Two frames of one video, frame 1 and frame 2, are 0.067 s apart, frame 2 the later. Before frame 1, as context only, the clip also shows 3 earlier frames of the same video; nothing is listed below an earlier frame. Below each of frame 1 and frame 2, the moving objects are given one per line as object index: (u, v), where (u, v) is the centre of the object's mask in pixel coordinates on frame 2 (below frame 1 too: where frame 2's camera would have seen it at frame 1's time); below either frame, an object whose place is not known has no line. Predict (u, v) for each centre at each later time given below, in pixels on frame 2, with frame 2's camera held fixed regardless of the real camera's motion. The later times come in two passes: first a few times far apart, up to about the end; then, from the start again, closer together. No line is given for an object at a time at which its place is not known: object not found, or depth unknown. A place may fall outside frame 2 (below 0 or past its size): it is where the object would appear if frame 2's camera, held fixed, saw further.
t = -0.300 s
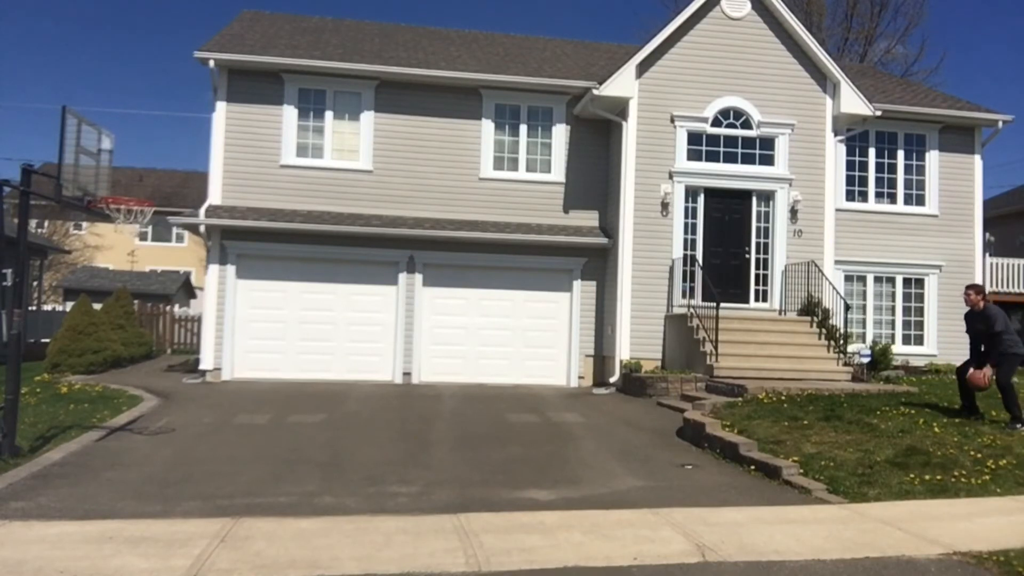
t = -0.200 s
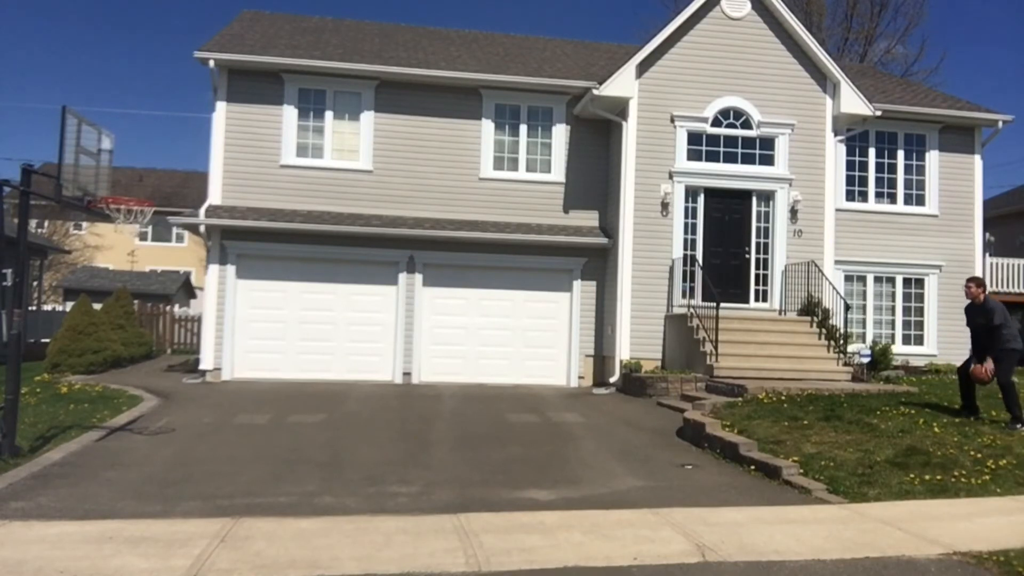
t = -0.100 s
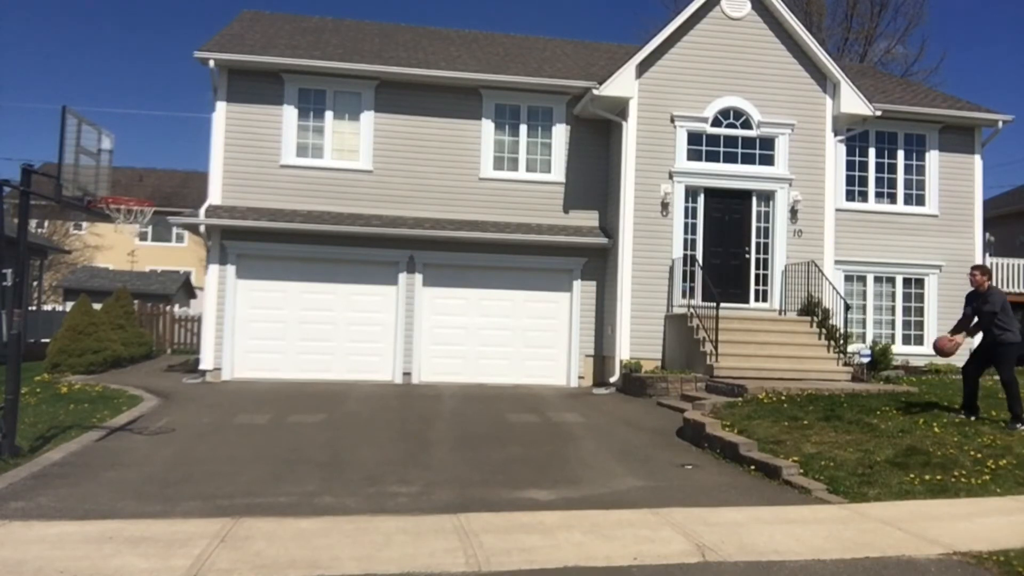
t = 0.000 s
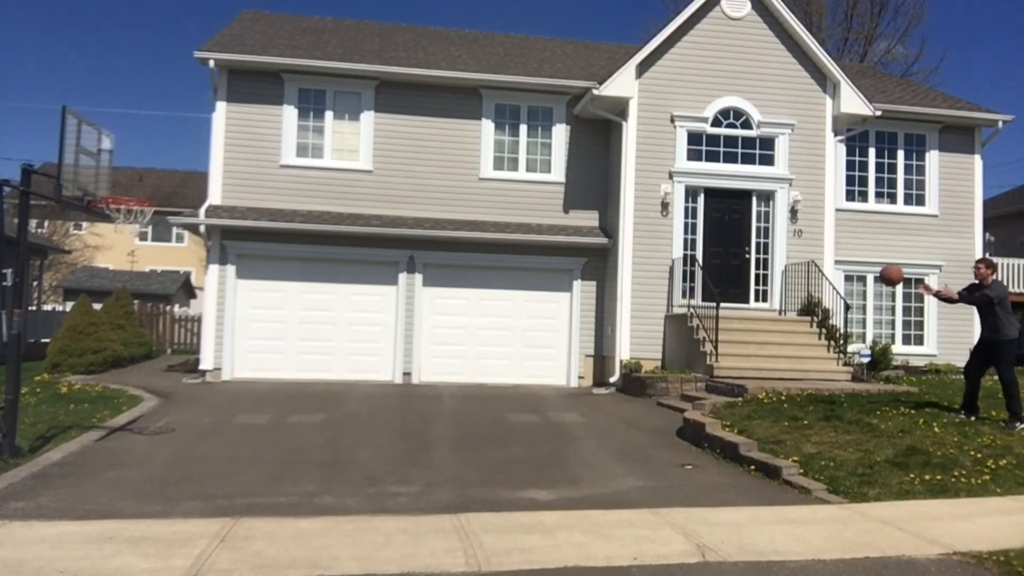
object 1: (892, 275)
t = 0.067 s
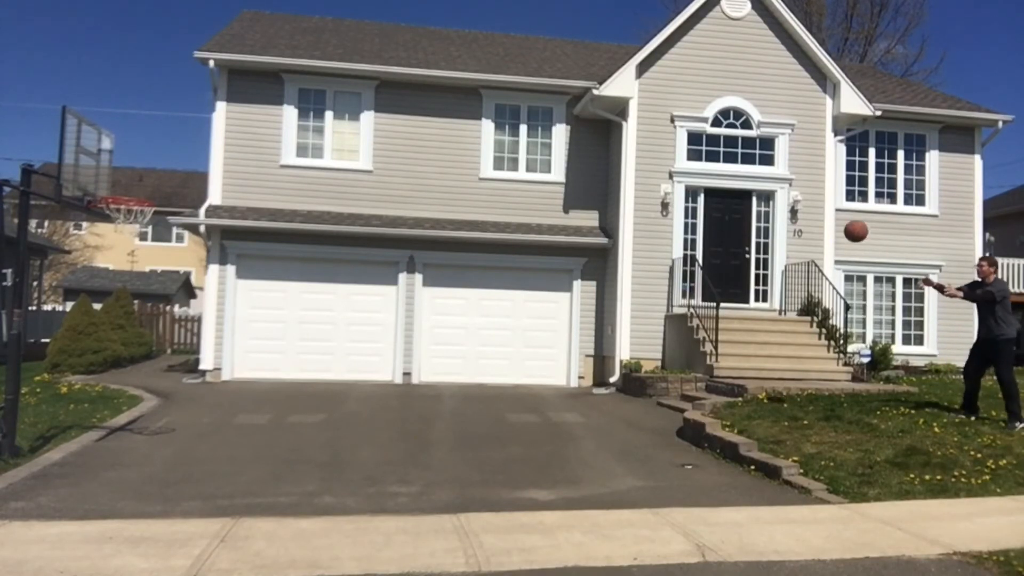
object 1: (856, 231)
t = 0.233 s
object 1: (767, 136)
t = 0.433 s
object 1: (657, 58)
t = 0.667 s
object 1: (524, 11)
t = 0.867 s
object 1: (406, 10)
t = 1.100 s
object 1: (263, 57)
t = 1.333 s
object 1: (113, 160)
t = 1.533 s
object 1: (151, 220)
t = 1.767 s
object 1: (131, 231)
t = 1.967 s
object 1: (101, 263)
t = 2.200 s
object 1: (66, 354)
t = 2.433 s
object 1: (37, 416)
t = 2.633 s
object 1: (42, 351)
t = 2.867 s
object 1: (58, 340)
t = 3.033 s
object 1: (67, 366)
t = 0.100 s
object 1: (838, 210)
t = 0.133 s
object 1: (820, 191)
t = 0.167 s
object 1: (803, 172)
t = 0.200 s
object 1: (785, 154)
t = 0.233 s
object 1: (767, 136)
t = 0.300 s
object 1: (730, 106)
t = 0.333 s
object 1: (711, 93)
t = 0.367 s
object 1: (693, 81)
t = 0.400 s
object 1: (675, 69)
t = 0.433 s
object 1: (657, 58)
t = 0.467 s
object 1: (637, 48)
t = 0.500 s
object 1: (619, 40)
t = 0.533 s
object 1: (600, 32)
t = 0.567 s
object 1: (581, 25)
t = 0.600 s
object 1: (562, 19)
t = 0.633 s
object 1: (543, 14)
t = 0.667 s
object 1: (524, 11)
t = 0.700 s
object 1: (505, 9)
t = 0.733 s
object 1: (485, 8)
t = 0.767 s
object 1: (465, 8)
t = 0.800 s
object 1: (446, 8)
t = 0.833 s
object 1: (426, 9)
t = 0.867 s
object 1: (406, 10)
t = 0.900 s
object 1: (386, 12)
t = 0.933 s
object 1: (366, 17)
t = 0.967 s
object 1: (345, 23)
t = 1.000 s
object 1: (325, 29)
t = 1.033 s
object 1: (304, 38)
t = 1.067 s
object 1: (284, 47)
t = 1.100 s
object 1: (263, 57)
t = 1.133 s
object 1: (242, 68)
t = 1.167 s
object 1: (220, 80)
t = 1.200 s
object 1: (200, 94)
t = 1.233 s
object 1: (178, 109)
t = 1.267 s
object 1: (157, 125)
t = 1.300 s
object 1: (135, 142)
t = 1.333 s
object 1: (113, 160)
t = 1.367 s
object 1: (108, 175)
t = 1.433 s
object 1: (131, 198)
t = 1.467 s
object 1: (140, 213)
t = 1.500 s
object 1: (149, 221)
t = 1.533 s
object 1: (151, 220)
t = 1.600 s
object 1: (150, 217)
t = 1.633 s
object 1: (147, 220)
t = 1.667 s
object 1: (142, 220)
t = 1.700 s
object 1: (140, 225)
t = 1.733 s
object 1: (134, 227)
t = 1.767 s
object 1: (131, 231)
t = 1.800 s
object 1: (125, 234)
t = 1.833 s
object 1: (120, 238)
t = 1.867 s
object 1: (115, 241)
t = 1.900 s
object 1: (110, 247)
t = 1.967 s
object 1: (101, 263)
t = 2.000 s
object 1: (96, 273)
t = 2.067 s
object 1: (87, 295)
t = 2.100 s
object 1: (81, 308)
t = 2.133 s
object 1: (76, 322)
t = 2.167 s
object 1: (72, 337)
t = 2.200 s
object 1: (66, 354)
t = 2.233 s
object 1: (61, 372)
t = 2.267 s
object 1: (57, 391)
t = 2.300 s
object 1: (51, 410)
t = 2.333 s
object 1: (45, 431)
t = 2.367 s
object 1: (40, 452)
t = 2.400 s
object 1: (38, 435)
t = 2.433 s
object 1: (37, 416)
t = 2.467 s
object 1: (35, 399)
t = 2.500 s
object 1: (33, 384)
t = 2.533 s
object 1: (35, 374)
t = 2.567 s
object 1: (37, 365)
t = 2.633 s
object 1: (42, 351)
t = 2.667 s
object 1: (44, 346)
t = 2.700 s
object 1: (47, 342)
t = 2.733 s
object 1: (49, 339)
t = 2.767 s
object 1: (52, 338)
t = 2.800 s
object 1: (54, 338)
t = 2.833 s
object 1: (56, 338)
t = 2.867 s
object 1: (58, 340)
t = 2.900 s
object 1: (60, 343)
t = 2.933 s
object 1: (61, 347)
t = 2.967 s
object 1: (62, 352)
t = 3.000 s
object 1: (65, 358)
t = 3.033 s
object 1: (67, 366)
